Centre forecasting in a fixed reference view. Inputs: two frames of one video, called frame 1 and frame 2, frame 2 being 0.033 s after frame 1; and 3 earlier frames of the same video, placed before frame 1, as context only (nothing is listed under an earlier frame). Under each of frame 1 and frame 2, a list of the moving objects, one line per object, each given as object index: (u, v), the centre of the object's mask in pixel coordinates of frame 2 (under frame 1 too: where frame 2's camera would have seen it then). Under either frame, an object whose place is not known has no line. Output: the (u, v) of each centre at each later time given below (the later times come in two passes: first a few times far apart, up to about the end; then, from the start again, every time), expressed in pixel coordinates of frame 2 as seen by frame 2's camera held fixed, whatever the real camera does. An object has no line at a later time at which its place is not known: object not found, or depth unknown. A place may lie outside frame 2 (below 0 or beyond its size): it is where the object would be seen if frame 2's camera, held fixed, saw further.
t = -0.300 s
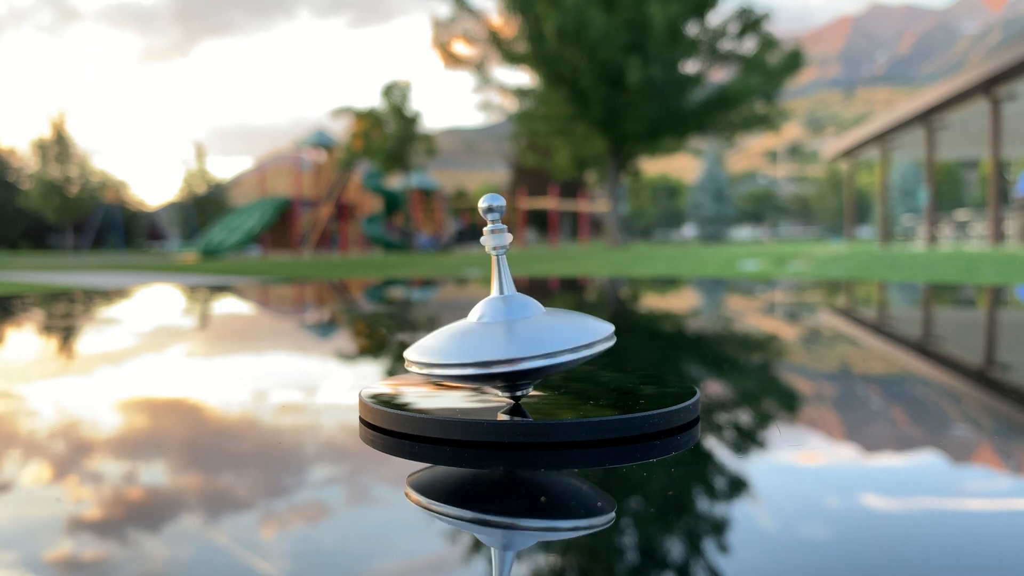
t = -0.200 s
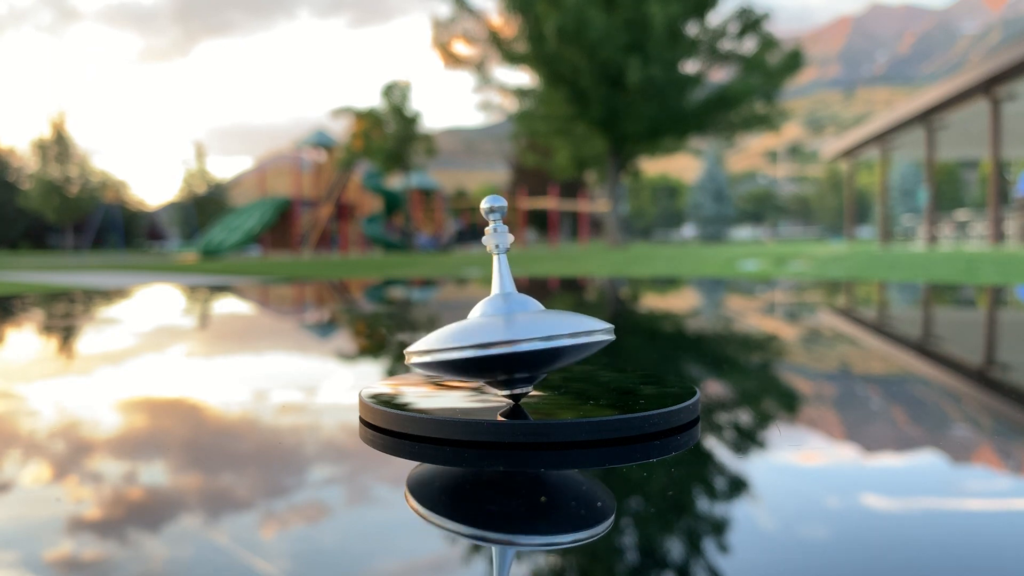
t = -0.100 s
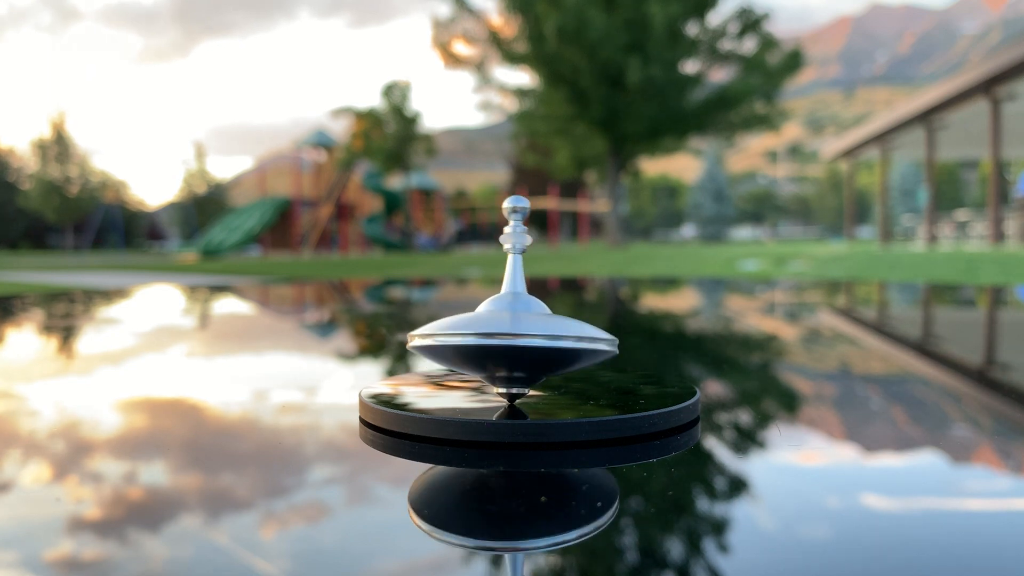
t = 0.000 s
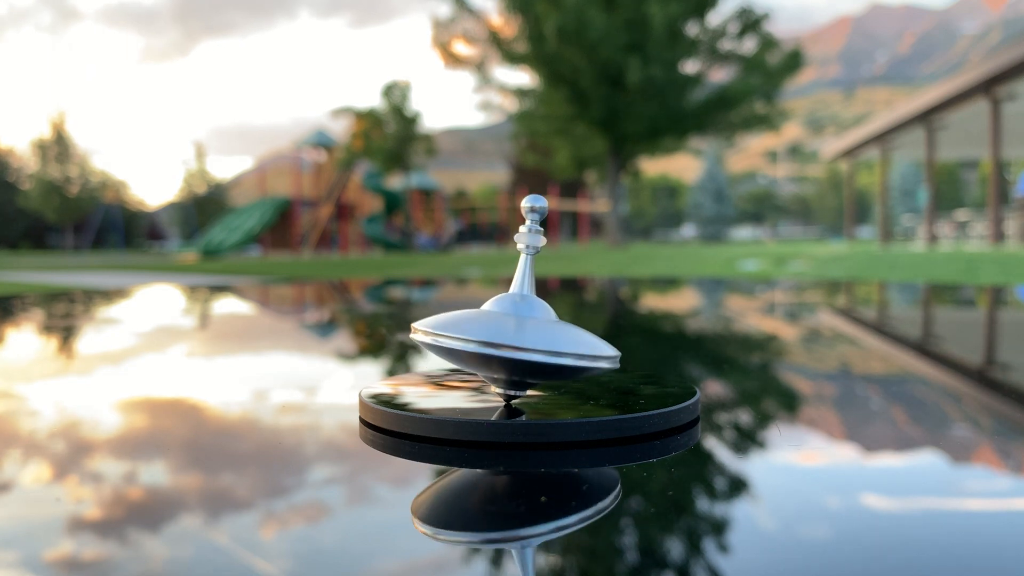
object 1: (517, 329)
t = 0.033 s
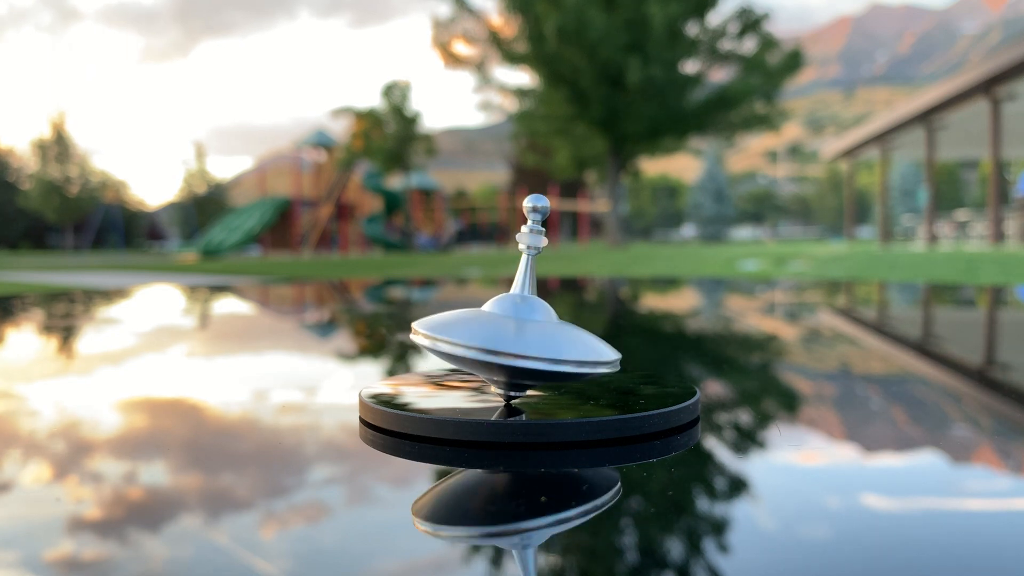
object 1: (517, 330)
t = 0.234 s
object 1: (508, 330)
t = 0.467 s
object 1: (514, 328)
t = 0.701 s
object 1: (512, 330)
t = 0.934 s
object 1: (509, 329)
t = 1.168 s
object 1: (517, 330)
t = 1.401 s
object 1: (506, 330)
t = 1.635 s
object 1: (518, 329)
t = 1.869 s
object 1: (507, 331)
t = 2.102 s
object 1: (514, 328)
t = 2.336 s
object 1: (511, 330)
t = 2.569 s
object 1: (509, 328)
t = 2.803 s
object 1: (515, 329)
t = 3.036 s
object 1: (506, 330)
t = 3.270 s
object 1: (518, 329)
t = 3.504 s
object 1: (505, 330)
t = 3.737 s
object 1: (515, 328)
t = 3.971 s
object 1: (508, 331)
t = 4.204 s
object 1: (510, 328)
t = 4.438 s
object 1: (513, 330)
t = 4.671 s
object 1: (505, 329)
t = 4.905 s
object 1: (517, 330)
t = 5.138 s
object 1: (503, 330)
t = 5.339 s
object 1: (515, 328)
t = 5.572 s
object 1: (507, 331)
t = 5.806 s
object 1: (510, 328)
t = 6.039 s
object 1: (512, 331)
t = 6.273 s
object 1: (504, 328)
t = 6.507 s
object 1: (516, 330)
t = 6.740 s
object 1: (501, 330)
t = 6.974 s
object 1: (517, 329)
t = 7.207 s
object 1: (502, 330)
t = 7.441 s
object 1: (515, 328)
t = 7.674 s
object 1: (505, 331)
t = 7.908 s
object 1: (509, 328)
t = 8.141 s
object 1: (510, 332)
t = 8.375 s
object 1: (504, 329)
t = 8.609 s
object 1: (516, 331)
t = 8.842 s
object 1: (500, 329)
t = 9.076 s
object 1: (518, 330)
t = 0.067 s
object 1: (516, 330)
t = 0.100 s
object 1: (515, 330)
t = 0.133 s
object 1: (513, 330)
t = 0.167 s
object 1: (511, 331)
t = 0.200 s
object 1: (509, 330)
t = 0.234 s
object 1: (508, 330)
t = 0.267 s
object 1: (507, 330)
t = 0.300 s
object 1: (506, 330)
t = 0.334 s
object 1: (507, 329)
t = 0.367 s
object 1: (508, 329)
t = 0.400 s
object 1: (510, 328)
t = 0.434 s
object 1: (512, 328)
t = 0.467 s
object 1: (514, 328)
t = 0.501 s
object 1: (516, 328)
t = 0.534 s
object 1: (517, 329)
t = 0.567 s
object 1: (517, 329)
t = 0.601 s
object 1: (517, 330)
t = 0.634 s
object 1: (516, 330)
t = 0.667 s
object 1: (514, 330)
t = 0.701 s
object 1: (512, 330)
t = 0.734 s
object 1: (510, 331)
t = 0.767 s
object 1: (508, 330)
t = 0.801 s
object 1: (507, 330)
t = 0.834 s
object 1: (507, 330)
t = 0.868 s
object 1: (506, 330)
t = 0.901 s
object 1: (507, 329)
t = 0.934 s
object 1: (509, 329)
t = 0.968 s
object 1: (511, 328)
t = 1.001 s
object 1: (514, 328)
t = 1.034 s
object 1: (515, 328)
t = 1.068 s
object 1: (517, 329)
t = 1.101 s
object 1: (518, 329)
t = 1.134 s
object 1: (517, 330)
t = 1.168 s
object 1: (517, 330)
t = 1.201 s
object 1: (515, 330)
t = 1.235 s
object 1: (513, 330)
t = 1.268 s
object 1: (510, 330)
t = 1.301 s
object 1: (508, 330)
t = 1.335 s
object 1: (507, 330)
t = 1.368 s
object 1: (506, 330)
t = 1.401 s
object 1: (506, 330)
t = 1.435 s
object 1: (507, 329)
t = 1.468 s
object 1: (509, 328)
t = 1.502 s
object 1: (511, 329)
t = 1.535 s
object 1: (513, 328)
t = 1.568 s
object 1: (515, 328)
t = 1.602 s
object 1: (516, 328)
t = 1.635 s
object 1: (518, 329)
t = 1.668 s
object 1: (517, 329)
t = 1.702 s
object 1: (517, 330)
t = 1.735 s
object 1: (515, 330)
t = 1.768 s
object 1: (513, 330)
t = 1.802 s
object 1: (511, 330)
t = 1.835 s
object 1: (508, 330)
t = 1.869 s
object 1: (507, 331)
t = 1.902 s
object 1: (506, 330)
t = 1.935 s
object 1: (506, 329)
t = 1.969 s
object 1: (506, 329)
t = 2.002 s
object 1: (508, 329)
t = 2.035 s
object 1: (510, 328)
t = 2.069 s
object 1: (512, 328)
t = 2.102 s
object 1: (514, 328)
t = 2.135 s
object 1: (516, 329)
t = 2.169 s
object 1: (517, 329)
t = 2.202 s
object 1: (518, 330)
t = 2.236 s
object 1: (517, 330)
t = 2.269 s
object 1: (515, 330)
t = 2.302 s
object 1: (513, 330)
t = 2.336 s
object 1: (511, 330)
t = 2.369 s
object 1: (509, 330)
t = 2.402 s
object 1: (506, 330)
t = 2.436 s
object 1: (506, 330)
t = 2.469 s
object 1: (506, 330)
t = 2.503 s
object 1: (506, 329)
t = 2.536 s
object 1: (507, 329)
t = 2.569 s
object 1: (509, 328)
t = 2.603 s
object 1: (512, 328)
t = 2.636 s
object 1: (514, 328)
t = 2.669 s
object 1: (516, 328)
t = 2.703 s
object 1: (517, 329)
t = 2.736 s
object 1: (517, 329)
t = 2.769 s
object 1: (517, 330)
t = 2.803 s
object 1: (515, 329)
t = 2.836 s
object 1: (513, 330)
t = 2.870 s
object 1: (511, 330)
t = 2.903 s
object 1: (509, 331)
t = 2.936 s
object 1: (507, 330)
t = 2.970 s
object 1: (505, 330)
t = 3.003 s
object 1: (505, 329)
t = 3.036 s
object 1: (506, 330)
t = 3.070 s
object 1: (507, 329)
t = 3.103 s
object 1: (509, 328)
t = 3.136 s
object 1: (511, 328)
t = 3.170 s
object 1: (514, 328)
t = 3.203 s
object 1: (516, 328)
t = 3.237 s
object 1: (517, 329)
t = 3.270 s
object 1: (518, 329)
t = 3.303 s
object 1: (517, 330)
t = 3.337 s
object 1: (516, 330)
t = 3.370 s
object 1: (514, 330)
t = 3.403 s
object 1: (511, 331)
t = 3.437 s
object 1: (509, 330)
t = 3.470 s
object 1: (506, 330)
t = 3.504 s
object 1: (505, 330)
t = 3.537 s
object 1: (505, 330)
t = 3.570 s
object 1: (505, 329)
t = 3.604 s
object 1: (506, 329)
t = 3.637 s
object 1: (508, 328)
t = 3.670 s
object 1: (511, 328)
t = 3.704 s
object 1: (513, 328)
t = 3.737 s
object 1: (515, 328)
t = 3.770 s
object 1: (517, 329)
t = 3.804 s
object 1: (517, 329)
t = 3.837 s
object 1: (517, 330)
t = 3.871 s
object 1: (516, 330)
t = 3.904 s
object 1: (514, 330)
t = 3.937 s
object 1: (511, 330)
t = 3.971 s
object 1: (508, 331)
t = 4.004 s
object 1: (506, 330)
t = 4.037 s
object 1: (505, 330)
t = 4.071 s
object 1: (504, 330)
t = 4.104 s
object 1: (505, 330)
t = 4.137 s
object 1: (505, 329)
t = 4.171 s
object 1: (508, 328)
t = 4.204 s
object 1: (510, 328)
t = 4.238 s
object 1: (513, 328)
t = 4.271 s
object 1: (515, 328)
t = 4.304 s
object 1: (517, 329)
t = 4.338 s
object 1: (517, 329)
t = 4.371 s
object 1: (517, 330)
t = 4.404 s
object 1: (516, 330)
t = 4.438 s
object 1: (513, 330)
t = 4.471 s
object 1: (511, 331)
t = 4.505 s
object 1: (508, 331)
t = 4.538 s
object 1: (505, 331)
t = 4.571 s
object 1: (504, 330)
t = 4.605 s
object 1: (504, 330)
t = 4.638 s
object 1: (504, 329)
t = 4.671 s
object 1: (505, 329)
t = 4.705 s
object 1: (507, 328)
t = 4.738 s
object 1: (510, 328)
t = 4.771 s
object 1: (512, 328)
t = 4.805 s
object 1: (515, 328)
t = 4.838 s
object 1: (517, 329)
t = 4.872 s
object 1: (517, 329)
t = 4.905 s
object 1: (517, 330)
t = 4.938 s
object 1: (515, 330)
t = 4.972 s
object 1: (513, 330)
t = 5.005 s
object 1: (510, 330)
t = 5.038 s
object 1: (507, 331)
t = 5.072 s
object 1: (505, 330)
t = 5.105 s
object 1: (503, 331)
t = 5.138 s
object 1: (503, 330)
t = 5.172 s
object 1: (503, 329)
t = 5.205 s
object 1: (504, 328)
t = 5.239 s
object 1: (507, 328)
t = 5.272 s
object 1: (510, 328)
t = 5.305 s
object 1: (513, 328)
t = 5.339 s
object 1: (515, 328)
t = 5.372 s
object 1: (517, 329)
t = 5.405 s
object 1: (517, 329)
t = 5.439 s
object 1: (517, 330)
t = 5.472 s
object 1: (515, 330)
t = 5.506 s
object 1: (512, 331)
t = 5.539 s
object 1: (510, 331)
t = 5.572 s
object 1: (507, 331)
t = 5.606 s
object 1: (504, 330)
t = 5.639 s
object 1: (503, 331)
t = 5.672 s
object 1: (502, 330)
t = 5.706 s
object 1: (503, 329)
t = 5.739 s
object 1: (505, 329)
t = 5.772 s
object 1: (507, 328)
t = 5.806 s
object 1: (510, 328)
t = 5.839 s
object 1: (513, 328)
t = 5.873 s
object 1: (515, 328)
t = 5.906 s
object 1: (517, 329)
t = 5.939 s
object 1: (517, 330)
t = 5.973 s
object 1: (517, 330)
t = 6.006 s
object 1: (514, 330)
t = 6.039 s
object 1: (512, 331)
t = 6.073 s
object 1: (509, 331)
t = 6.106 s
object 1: (506, 331)
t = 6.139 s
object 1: (503, 330)
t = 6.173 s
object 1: (502, 330)
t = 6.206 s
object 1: (502, 330)
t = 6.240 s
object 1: (503, 329)
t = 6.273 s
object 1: (504, 328)
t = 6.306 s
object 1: (508, 328)
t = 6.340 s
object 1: (510, 328)
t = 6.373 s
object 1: (514, 328)
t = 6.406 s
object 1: (515, 329)
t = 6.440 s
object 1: (517, 329)
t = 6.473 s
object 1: (517, 329)
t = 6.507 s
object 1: (516, 330)
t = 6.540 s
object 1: (515, 331)
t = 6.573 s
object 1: (511, 331)
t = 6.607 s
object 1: (508, 331)
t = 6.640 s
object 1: (505, 330)
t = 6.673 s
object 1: (503, 330)
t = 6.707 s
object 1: (502, 330)
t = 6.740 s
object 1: (501, 330)
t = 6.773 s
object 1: (502, 329)
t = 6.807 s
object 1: (505, 329)
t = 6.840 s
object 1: (508, 328)
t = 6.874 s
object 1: (511, 328)
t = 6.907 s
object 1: (514, 328)
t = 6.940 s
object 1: (516, 328)
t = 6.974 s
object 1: (517, 329)
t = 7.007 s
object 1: (517, 330)
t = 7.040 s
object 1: (516, 330)
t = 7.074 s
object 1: (513, 331)
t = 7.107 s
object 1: (510, 332)
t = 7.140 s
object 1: (507, 331)
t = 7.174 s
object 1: (504, 331)
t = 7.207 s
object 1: (502, 330)
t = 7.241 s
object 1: (501, 330)
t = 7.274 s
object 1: (501, 329)
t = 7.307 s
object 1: (502, 329)
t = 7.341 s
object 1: (505, 328)
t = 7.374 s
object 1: (509, 328)
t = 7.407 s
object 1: (512, 328)
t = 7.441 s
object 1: (515, 328)
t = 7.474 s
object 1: (517, 329)
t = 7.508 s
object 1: (517, 330)
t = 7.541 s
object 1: (517, 330)
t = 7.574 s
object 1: (515, 331)
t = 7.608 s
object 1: (512, 332)
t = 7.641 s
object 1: (509, 332)
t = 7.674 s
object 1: (505, 331)
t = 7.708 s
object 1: (503, 330)
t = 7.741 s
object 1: (501, 330)
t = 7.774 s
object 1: (500, 330)
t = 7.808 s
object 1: (501, 329)
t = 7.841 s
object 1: (503, 328)
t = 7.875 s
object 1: (506, 328)
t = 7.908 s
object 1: (509, 328)
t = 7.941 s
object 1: (513, 328)
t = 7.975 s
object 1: (515, 329)
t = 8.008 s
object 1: (517, 329)
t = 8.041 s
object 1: (517, 330)
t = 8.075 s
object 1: (516, 330)
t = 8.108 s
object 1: (514, 331)
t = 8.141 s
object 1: (510, 332)
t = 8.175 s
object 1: (507, 332)
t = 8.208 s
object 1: (504, 331)
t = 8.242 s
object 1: (501, 331)
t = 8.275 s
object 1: (500, 330)
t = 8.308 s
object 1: (500, 330)
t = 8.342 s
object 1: (501, 329)
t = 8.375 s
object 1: (504, 329)
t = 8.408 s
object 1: (507, 328)
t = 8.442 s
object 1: (511, 328)
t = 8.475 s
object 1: (514, 329)
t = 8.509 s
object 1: (517, 329)
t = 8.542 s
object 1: (518, 330)
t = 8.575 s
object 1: (517, 330)
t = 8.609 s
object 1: (516, 331)
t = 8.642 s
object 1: (513, 332)
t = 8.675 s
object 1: (509, 332)
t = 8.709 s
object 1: (505, 332)
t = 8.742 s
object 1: (502, 331)
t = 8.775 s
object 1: (501, 330)
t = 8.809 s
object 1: (500, 330)
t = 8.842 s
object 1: (500, 329)
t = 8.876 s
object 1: (502, 329)
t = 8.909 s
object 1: (505, 328)
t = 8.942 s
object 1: (509, 328)
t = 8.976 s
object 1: (512, 328)
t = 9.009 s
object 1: (516, 328)
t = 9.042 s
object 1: (517, 330)
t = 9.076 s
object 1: (518, 330)
